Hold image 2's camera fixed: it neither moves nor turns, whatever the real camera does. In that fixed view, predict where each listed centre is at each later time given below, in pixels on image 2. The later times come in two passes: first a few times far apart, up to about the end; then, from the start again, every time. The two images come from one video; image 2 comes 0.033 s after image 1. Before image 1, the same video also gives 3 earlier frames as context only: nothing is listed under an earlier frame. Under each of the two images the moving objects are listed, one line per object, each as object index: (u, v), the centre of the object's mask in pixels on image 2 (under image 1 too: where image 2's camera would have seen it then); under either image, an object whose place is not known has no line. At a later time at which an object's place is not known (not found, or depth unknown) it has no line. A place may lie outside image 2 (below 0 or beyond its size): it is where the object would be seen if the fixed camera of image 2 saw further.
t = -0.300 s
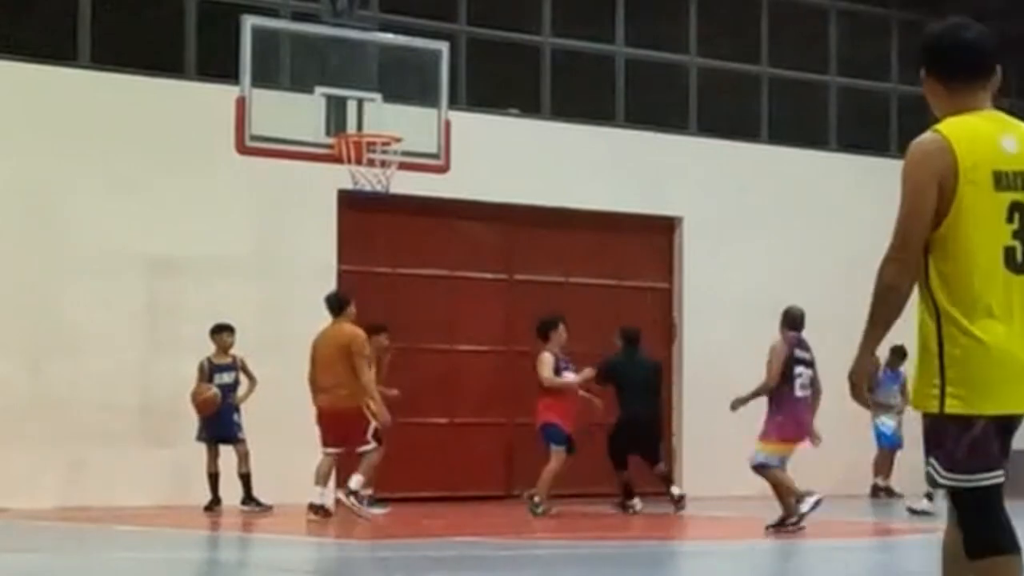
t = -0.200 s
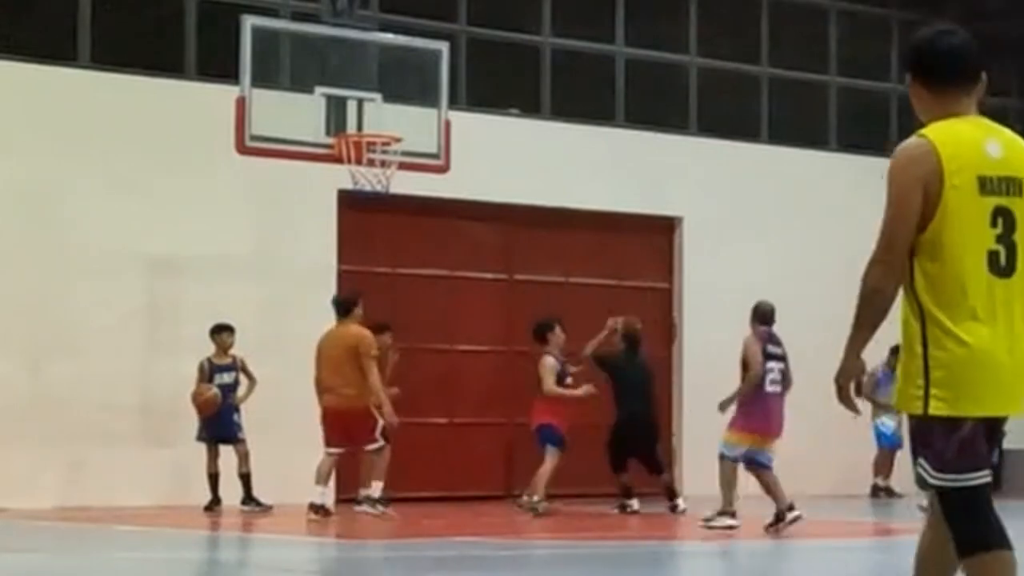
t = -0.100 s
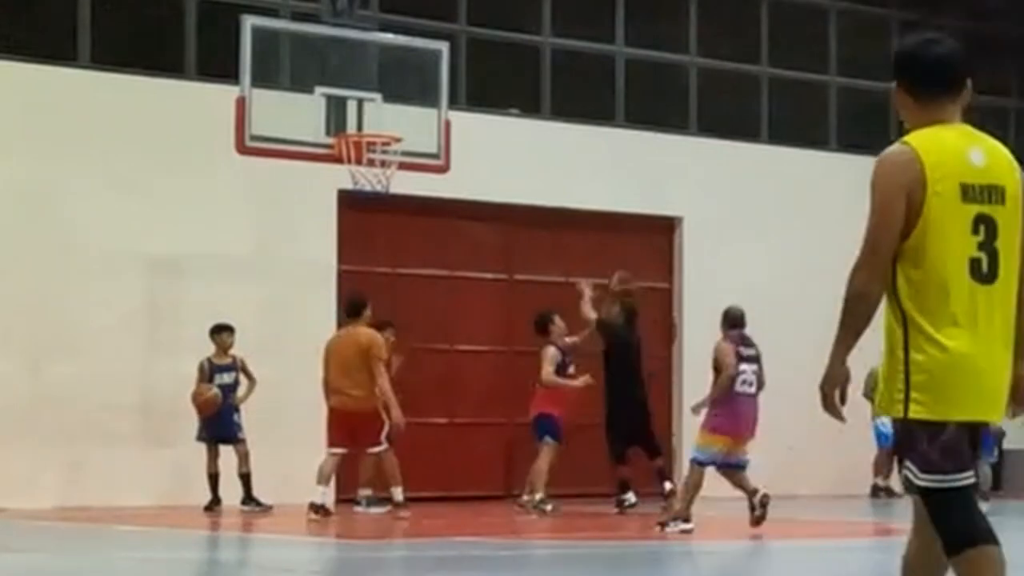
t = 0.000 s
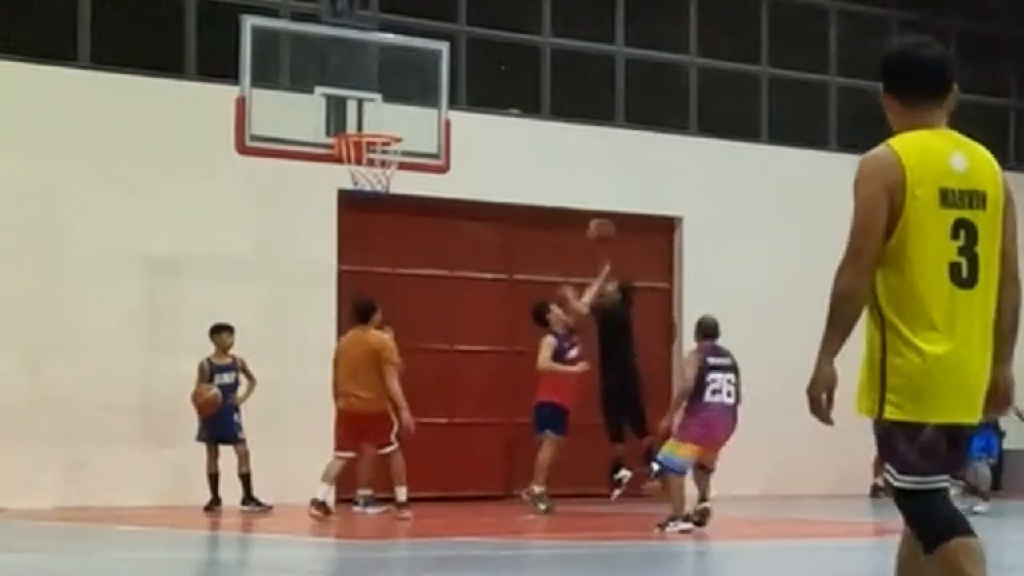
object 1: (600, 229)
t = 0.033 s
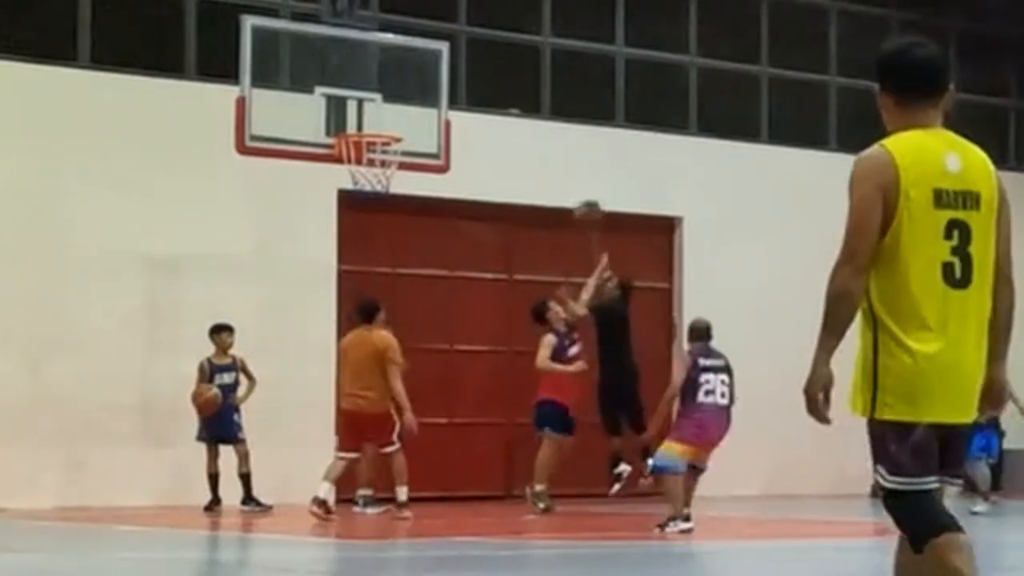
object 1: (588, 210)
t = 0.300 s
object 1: (478, 106)
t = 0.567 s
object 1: (415, 86)
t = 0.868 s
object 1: (369, 120)
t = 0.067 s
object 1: (574, 194)
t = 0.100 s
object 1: (560, 178)
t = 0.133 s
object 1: (546, 163)
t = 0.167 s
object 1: (533, 150)
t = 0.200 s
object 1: (519, 136)
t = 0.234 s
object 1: (506, 123)
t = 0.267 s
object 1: (491, 115)
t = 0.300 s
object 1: (478, 106)
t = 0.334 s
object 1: (464, 98)
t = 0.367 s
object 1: (451, 93)
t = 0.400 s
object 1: (439, 86)
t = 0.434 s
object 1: (427, 86)
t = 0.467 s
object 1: (423, 86)
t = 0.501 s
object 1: (420, 87)
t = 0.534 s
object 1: (420, 85)
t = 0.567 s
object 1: (415, 86)
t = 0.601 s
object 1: (410, 94)
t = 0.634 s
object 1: (407, 101)
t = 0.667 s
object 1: (404, 108)
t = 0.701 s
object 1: (399, 117)
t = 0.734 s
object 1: (395, 123)
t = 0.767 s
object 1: (389, 121)
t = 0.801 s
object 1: (382, 120)
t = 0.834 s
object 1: (375, 119)
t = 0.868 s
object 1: (369, 120)
